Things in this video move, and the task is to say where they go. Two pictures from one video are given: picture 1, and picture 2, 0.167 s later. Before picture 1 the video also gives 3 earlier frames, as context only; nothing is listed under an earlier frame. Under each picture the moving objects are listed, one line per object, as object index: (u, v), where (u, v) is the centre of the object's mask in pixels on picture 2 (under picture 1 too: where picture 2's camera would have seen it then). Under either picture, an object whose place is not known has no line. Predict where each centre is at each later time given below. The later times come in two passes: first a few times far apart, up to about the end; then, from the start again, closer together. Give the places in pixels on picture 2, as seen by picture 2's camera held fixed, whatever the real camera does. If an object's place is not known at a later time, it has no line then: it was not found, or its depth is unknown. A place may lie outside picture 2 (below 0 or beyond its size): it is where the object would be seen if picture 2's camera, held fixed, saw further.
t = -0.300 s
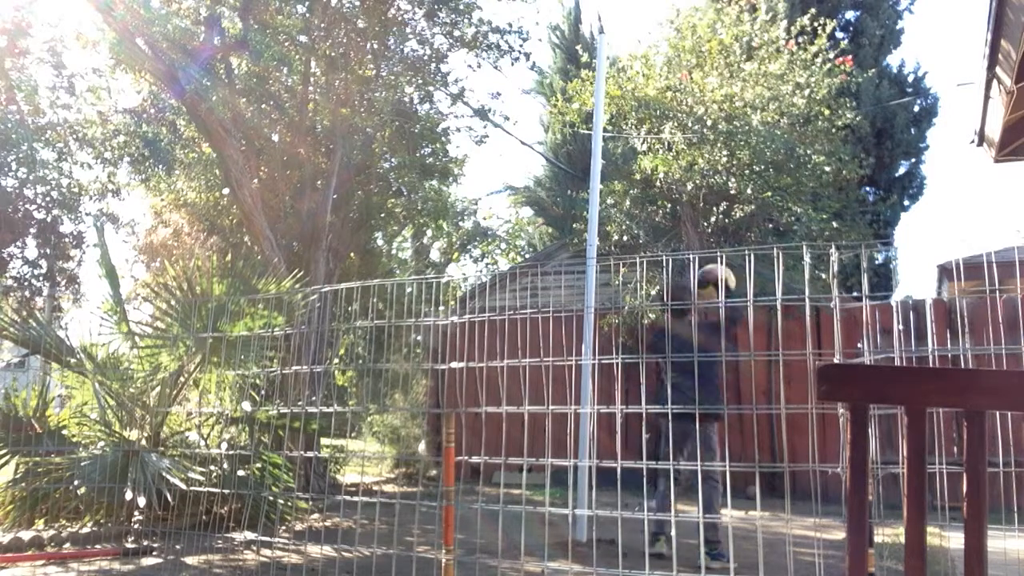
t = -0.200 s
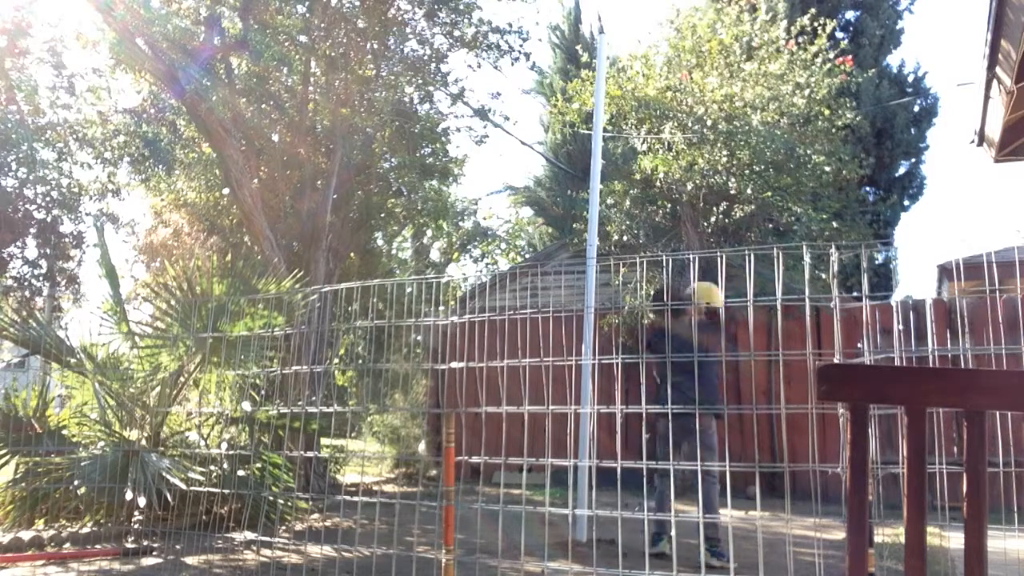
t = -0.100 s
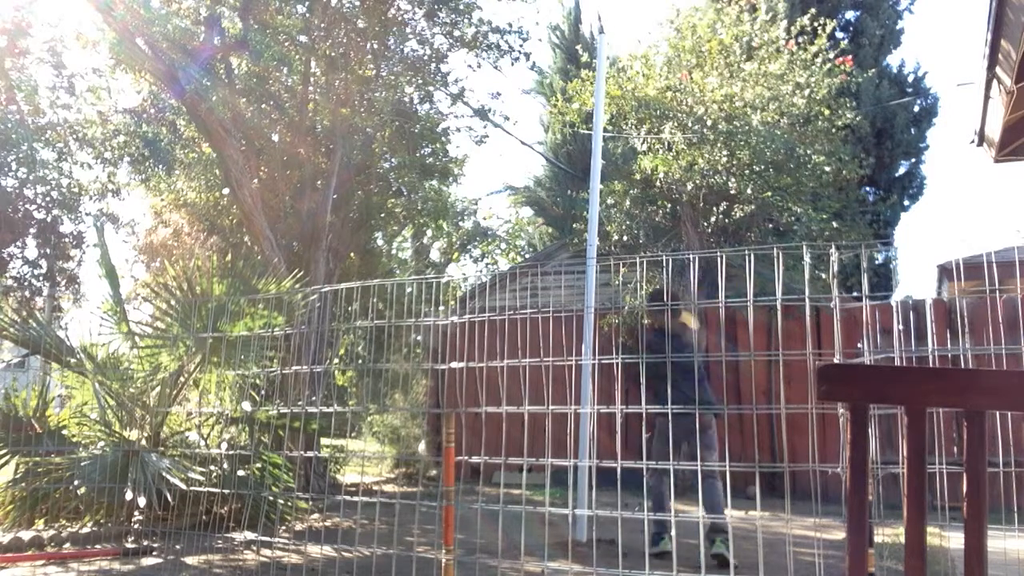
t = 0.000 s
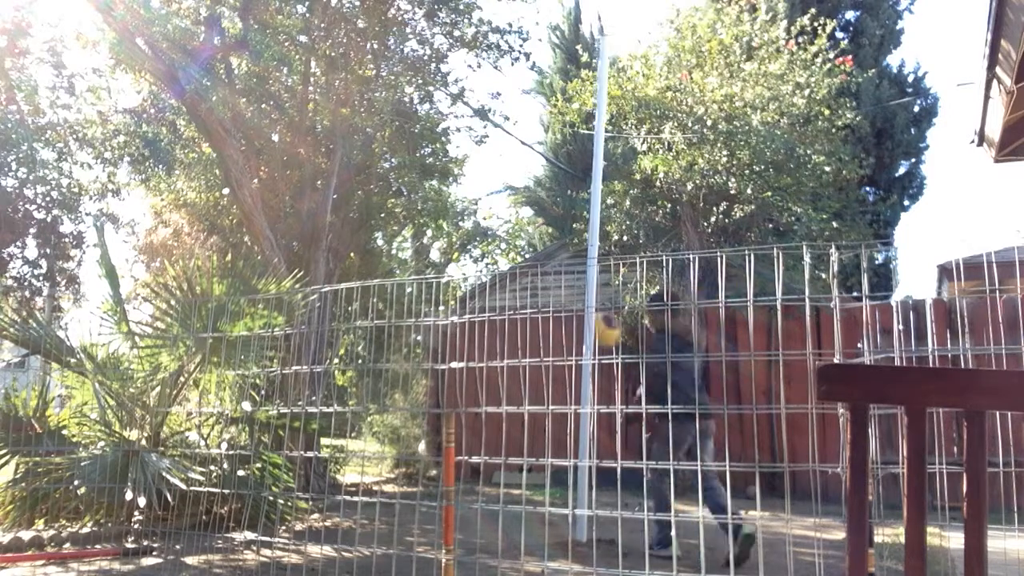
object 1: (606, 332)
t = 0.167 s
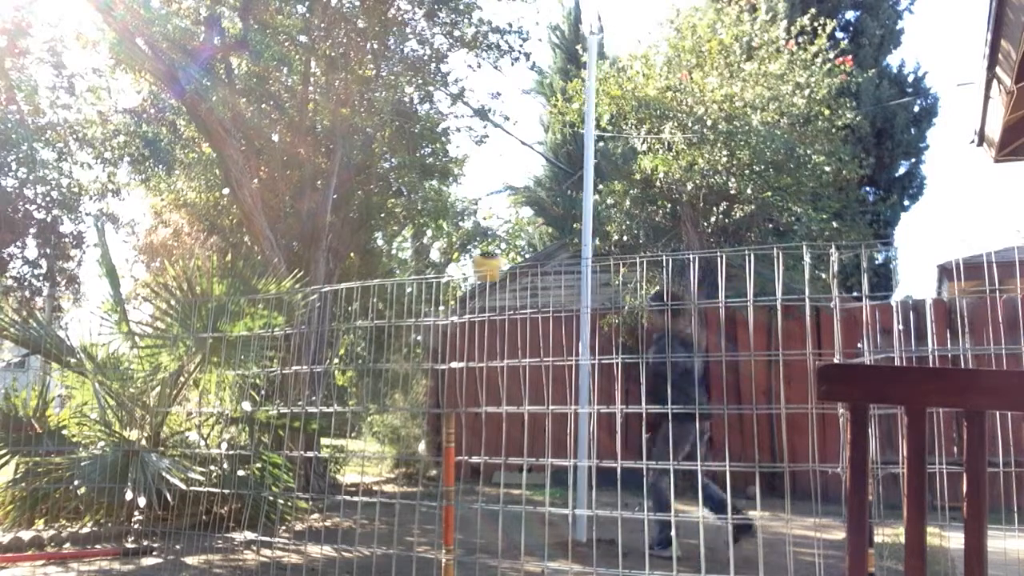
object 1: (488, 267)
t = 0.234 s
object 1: (453, 234)
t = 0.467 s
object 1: (403, 147)
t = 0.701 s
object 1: (404, 140)
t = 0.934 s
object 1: (530, 240)
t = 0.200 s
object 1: (469, 251)
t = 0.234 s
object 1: (453, 234)
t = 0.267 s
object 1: (438, 219)
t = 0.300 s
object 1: (428, 204)
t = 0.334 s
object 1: (418, 189)
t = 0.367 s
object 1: (413, 177)
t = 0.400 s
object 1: (409, 165)
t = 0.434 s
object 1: (406, 155)
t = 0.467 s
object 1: (403, 147)
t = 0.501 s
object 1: (401, 140)
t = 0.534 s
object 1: (400, 134)
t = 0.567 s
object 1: (398, 131)
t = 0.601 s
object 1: (398, 130)
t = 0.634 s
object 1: (399, 132)
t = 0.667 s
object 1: (401, 134)
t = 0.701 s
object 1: (404, 140)
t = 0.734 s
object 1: (412, 148)
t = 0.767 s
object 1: (422, 158)
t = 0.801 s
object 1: (437, 172)
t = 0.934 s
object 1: (530, 240)
